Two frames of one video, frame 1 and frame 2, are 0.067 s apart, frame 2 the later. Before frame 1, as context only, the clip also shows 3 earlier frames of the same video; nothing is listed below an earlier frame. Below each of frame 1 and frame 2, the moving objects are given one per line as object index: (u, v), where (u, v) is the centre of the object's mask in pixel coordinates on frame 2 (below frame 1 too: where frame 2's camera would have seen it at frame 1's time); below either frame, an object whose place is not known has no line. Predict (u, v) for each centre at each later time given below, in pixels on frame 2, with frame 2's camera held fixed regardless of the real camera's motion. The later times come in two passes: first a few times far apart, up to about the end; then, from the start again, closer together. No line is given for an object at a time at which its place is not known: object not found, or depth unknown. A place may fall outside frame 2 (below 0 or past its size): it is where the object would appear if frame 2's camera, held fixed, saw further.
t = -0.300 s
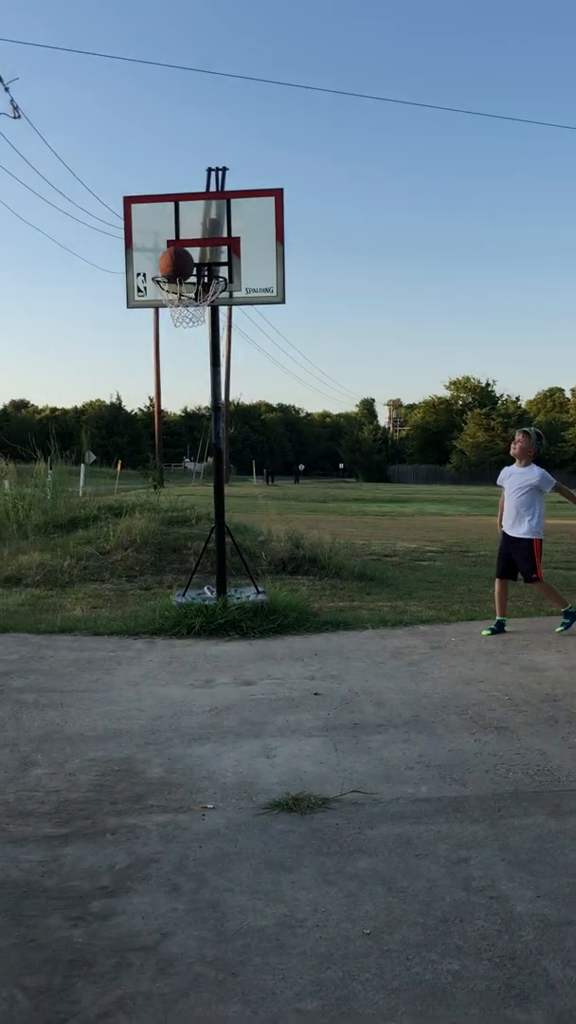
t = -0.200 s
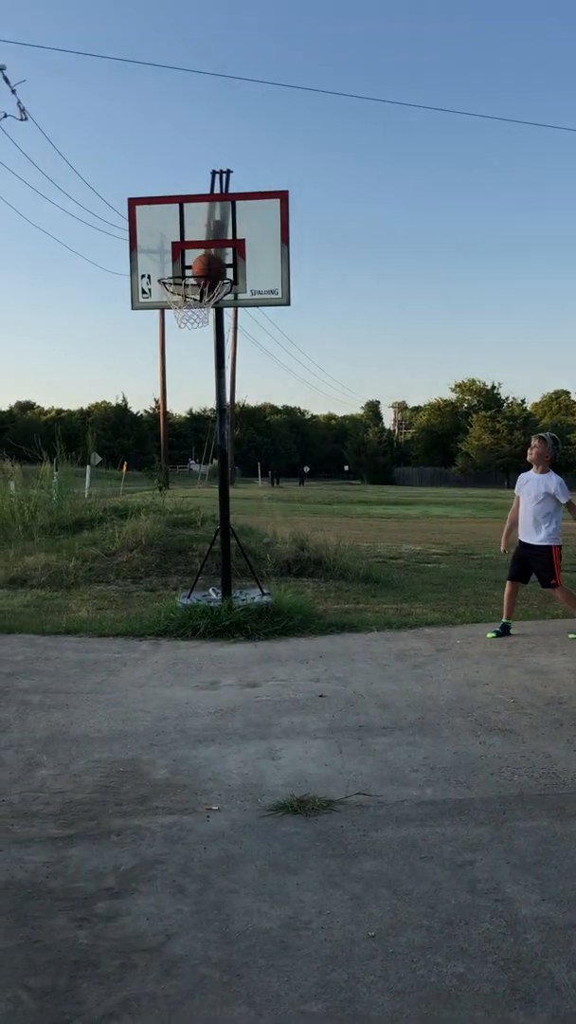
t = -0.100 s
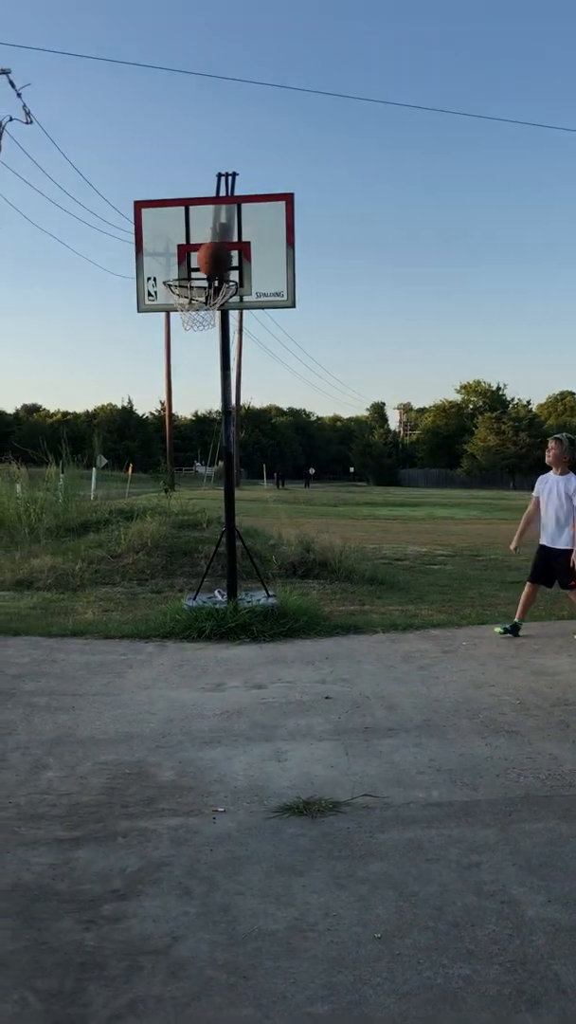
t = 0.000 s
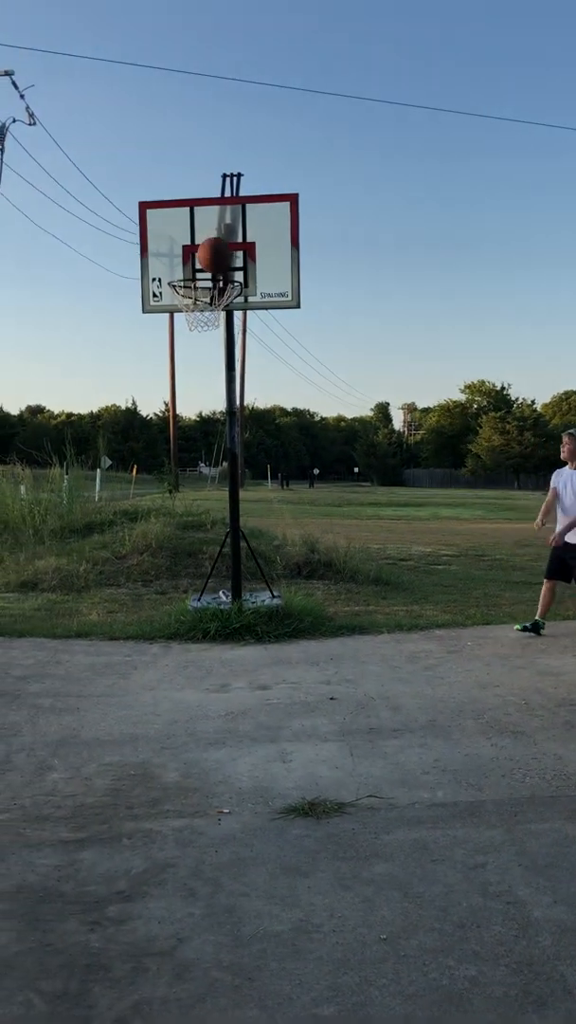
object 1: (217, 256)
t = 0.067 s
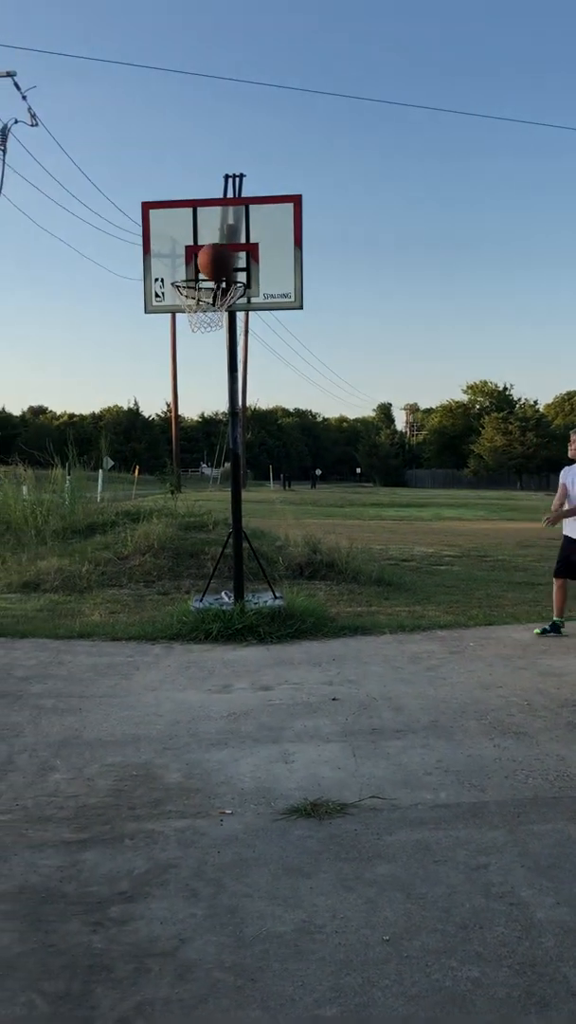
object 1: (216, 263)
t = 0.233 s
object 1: (205, 283)
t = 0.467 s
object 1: (198, 341)
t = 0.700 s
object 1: (202, 449)
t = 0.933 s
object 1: (207, 625)
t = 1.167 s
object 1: (227, 521)
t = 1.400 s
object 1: (250, 477)
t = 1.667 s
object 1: (281, 523)
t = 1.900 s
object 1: (305, 625)
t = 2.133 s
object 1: (318, 554)
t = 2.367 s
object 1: (331, 557)
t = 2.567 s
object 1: (346, 623)
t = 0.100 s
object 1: (216, 266)
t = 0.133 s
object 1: (215, 272)
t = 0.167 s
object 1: (212, 273)
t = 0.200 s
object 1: (209, 275)
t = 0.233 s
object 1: (205, 283)
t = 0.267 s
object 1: (204, 287)
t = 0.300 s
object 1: (202, 297)
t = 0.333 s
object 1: (200, 306)
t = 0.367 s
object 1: (197, 317)
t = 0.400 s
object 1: (198, 326)
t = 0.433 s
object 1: (198, 332)
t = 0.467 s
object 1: (198, 341)
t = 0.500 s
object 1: (199, 352)
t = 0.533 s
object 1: (199, 365)
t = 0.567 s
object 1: (199, 378)
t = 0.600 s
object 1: (200, 394)
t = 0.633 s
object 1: (201, 411)
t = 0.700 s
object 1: (202, 449)
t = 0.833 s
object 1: (204, 541)
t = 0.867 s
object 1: (204, 568)
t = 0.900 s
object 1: (206, 597)
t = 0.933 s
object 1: (207, 625)
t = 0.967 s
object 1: (209, 619)
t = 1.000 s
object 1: (212, 599)
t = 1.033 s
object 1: (215, 579)
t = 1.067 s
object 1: (218, 564)
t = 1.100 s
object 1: (221, 548)
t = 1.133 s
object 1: (224, 533)
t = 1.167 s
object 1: (227, 521)
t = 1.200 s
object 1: (231, 510)
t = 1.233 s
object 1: (234, 501)
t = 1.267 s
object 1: (237, 493)
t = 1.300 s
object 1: (240, 487)
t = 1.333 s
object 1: (244, 482)
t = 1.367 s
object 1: (247, 479)
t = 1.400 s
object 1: (250, 477)
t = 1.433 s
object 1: (254, 477)
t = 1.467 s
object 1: (258, 479)
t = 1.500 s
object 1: (262, 482)
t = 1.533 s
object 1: (265, 487)
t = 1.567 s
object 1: (269, 494)
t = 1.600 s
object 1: (274, 502)
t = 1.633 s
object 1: (277, 512)
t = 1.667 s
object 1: (281, 523)
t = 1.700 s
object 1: (285, 535)
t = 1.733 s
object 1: (289, 550)
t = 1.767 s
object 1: (293, 565)
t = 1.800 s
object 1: (296, 583)
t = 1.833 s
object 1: (301, 603)
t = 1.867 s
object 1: (304, 624)
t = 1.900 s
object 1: (305, 625)
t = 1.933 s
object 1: (308, 611)
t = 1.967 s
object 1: (310, 596)
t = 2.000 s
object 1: (311, 584)
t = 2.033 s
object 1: (313, 574)
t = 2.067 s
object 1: (316, 564)
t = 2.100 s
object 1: (316, 558)
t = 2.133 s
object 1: (318, 554)
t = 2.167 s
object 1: (320, 550)
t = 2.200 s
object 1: (322, 546)
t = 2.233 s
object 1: (323, 545)
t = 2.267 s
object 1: (325, 546)
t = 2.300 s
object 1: (327, 547)
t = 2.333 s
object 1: (330, 551)
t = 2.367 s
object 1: (331, 557)
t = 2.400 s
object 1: (334, 563)
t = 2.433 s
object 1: (335, 572)
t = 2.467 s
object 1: (338, 582)
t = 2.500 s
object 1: (340, 595)
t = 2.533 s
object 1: (343, 609)
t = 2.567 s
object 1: (346, 623)
